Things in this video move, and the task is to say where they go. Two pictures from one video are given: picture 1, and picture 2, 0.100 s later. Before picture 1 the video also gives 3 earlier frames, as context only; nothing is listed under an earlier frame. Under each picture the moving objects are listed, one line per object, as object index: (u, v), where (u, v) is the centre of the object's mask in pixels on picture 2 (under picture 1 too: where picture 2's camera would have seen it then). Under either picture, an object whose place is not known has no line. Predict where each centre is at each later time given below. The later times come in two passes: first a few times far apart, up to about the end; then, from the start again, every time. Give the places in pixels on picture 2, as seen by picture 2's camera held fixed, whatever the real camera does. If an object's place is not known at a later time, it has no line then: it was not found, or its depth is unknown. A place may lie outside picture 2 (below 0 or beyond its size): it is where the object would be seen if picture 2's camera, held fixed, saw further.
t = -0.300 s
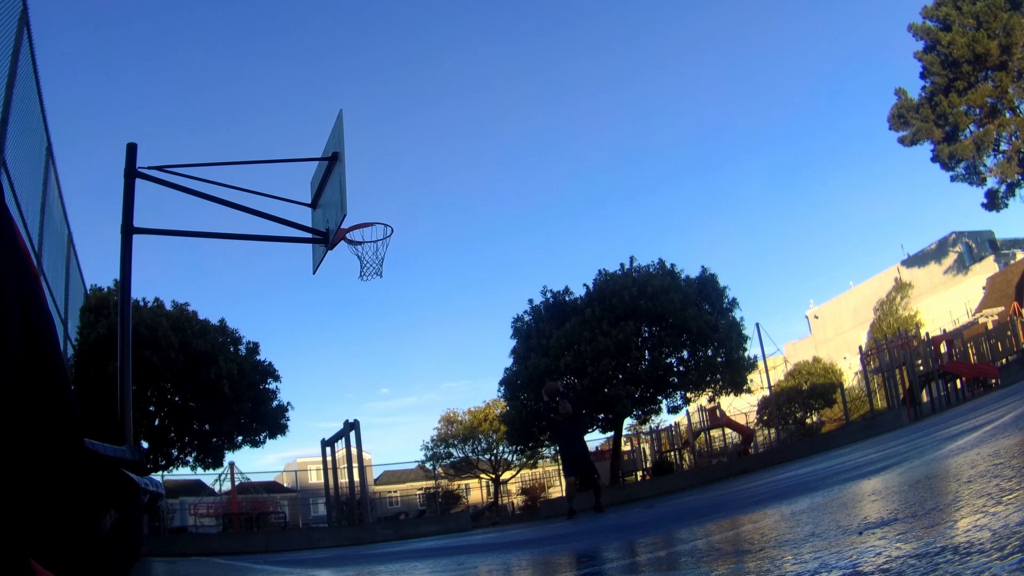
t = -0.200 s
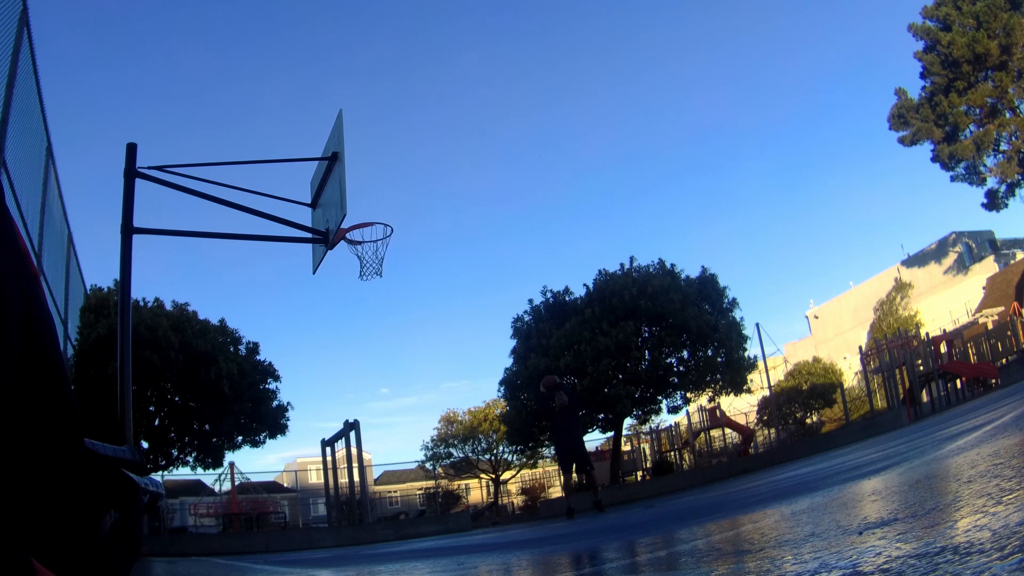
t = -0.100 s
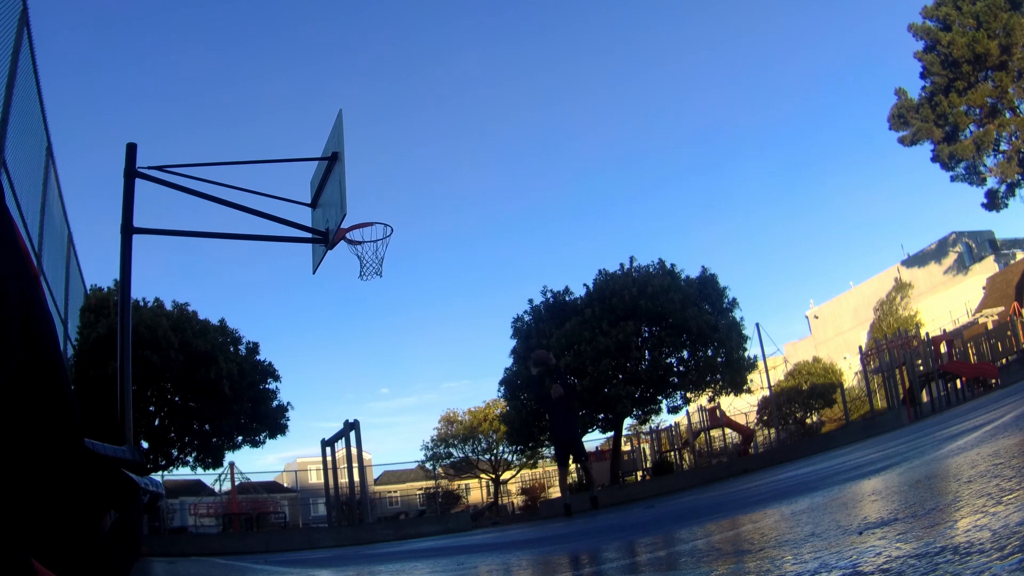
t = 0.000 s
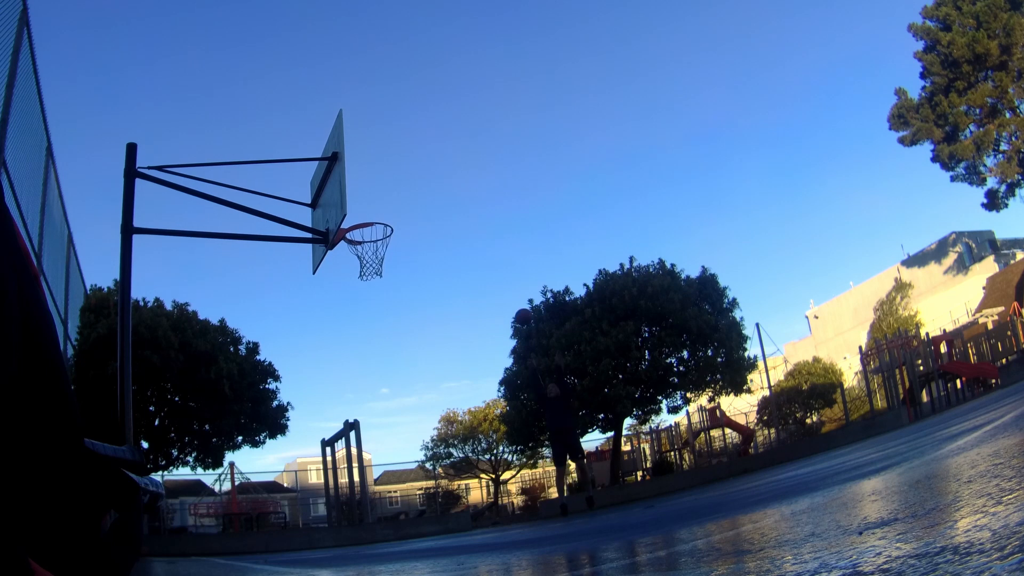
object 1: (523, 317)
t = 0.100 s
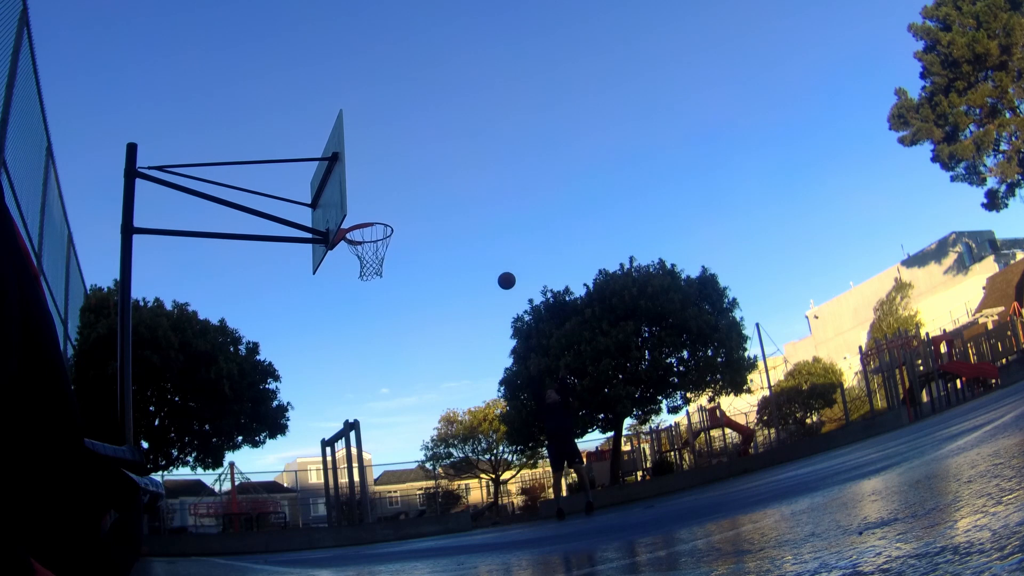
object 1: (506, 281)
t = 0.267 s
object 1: (478, 232)
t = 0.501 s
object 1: (439, 193)
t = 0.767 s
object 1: (393, 196)
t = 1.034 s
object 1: (356, 257)
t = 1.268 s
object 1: (365, 327)
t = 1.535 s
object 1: (382, 488)
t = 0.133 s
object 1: (501, 270)
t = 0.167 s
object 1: (495, 260)
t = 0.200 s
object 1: (489, 250)
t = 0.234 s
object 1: (484, 241)
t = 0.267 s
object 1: (478, 232)
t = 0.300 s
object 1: (473, 224)
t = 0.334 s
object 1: (467, 218)
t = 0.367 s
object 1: (461, 211)
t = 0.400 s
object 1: (456, 205)
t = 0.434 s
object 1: (450, 200)
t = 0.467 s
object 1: (445, 196)
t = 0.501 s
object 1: (439, 193)
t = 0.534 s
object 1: (434, 190)
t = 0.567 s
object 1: (428, 188)
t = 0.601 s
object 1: (422, 187)
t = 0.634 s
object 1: (416, 187)
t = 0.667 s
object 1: (411, 188)
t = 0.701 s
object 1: (405, 189)
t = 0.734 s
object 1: (399, 192)
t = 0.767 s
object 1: (393, 196)
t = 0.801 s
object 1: (387, 200)
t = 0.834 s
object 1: (381, 206)
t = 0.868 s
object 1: (375, 212)
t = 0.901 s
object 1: (369, 221)
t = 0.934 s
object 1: (363, 231)
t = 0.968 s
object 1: (356, 242)
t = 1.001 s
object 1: (356, 252)
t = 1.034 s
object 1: (356, 257)
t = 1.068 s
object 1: (357, 263)
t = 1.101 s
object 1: (358, 271)
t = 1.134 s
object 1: (360, 280)
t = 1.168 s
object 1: (361, 290)
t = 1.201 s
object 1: (362, 301)
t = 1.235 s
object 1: (364, 313)
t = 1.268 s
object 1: (365, 327)
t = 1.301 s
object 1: (367, 342)
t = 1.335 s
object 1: (369, 359)
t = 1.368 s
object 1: (371, 377)
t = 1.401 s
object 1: (373, 396)
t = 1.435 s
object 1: (375, 417)
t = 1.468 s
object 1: (377, 439)
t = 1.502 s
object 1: (380, 463)
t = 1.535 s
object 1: (382, 488)
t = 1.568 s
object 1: (385, 515)
